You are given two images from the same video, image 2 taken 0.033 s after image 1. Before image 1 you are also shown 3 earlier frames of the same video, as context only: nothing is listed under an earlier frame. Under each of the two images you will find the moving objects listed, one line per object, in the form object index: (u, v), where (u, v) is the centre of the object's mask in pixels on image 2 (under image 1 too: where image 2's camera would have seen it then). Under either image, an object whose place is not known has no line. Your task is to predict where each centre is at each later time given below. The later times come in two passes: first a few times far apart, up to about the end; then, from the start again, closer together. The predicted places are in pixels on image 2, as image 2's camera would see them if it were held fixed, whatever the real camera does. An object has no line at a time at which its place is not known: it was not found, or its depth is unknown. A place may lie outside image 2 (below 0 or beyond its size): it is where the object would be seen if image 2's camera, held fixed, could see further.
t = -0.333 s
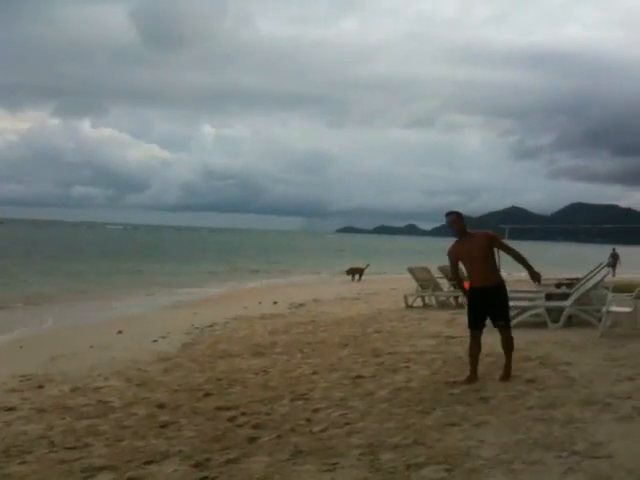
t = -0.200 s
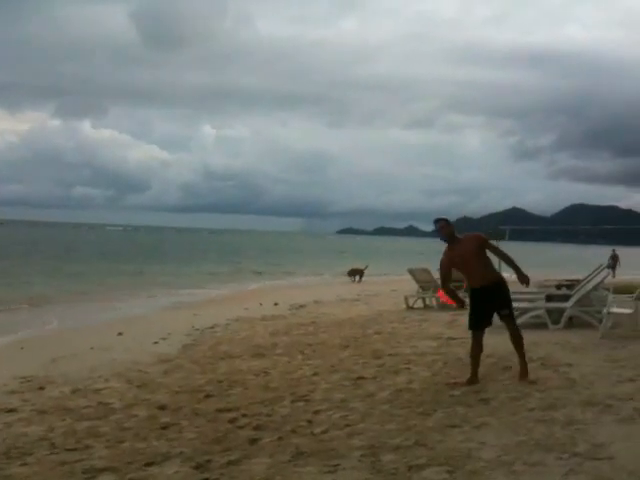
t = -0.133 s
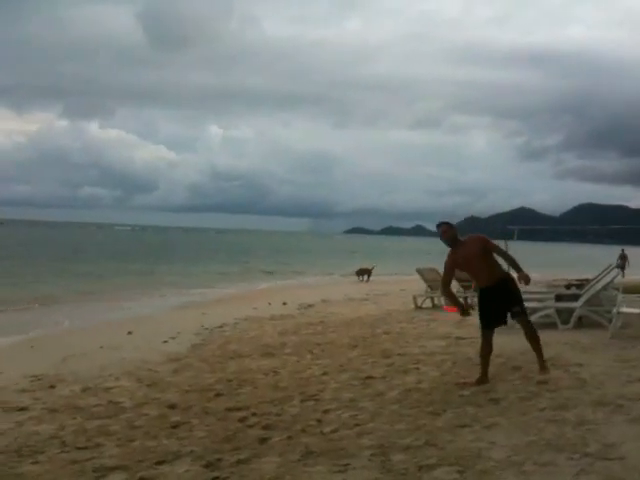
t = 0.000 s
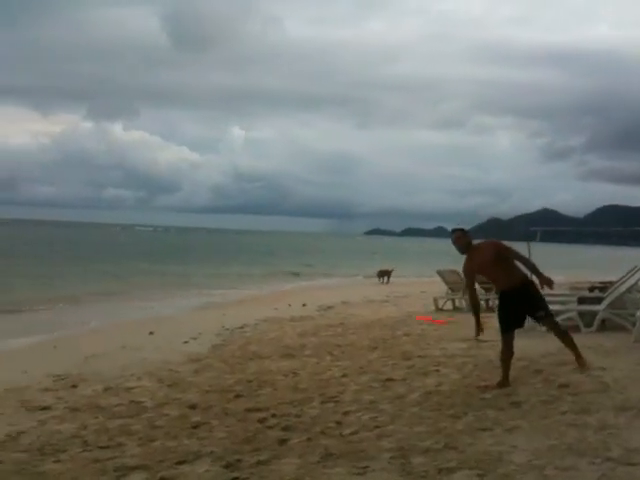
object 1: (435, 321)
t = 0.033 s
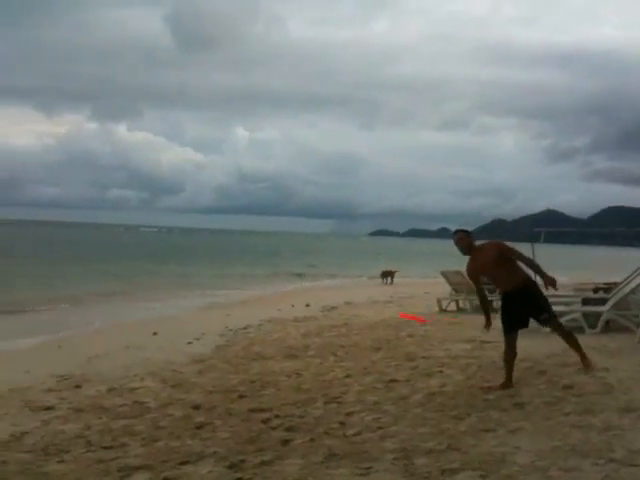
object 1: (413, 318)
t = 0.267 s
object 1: (258, 291)
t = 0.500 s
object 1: (102, 268)
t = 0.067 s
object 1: (390, 314)
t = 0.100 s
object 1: (367, 310)
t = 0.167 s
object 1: (324, 303)
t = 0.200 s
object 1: (302, 299)
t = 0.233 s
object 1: (279, 295)
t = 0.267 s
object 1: (258, 291)
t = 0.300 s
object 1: (234, 287)
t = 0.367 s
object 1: (191, 280)
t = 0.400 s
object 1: (168, 276)
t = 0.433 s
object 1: (146, 274)
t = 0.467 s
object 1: (124, 271)
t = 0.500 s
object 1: (102, 268)
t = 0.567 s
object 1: (58, 263)
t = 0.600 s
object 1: (37, 261)
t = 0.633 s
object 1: (15, 259)
